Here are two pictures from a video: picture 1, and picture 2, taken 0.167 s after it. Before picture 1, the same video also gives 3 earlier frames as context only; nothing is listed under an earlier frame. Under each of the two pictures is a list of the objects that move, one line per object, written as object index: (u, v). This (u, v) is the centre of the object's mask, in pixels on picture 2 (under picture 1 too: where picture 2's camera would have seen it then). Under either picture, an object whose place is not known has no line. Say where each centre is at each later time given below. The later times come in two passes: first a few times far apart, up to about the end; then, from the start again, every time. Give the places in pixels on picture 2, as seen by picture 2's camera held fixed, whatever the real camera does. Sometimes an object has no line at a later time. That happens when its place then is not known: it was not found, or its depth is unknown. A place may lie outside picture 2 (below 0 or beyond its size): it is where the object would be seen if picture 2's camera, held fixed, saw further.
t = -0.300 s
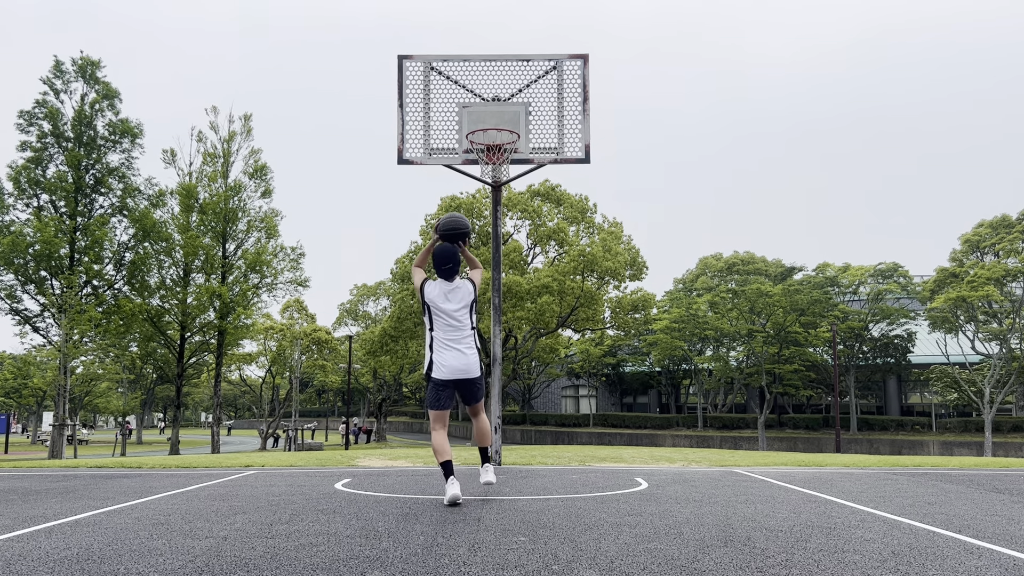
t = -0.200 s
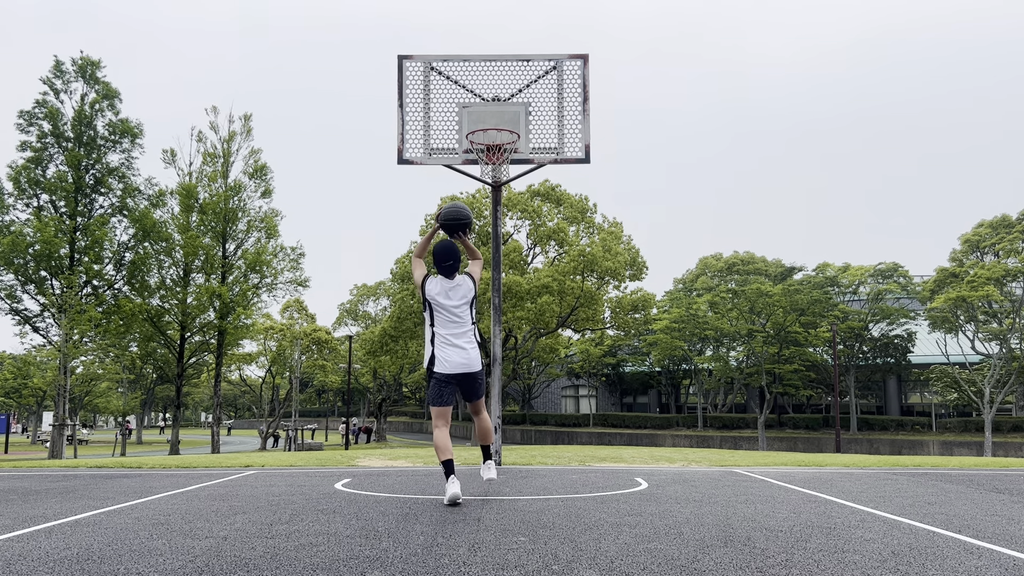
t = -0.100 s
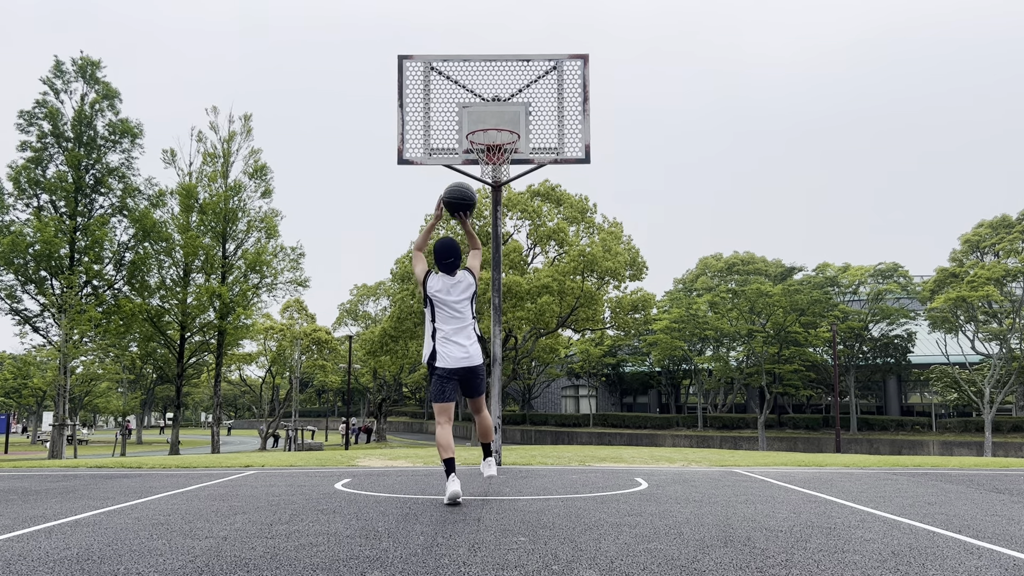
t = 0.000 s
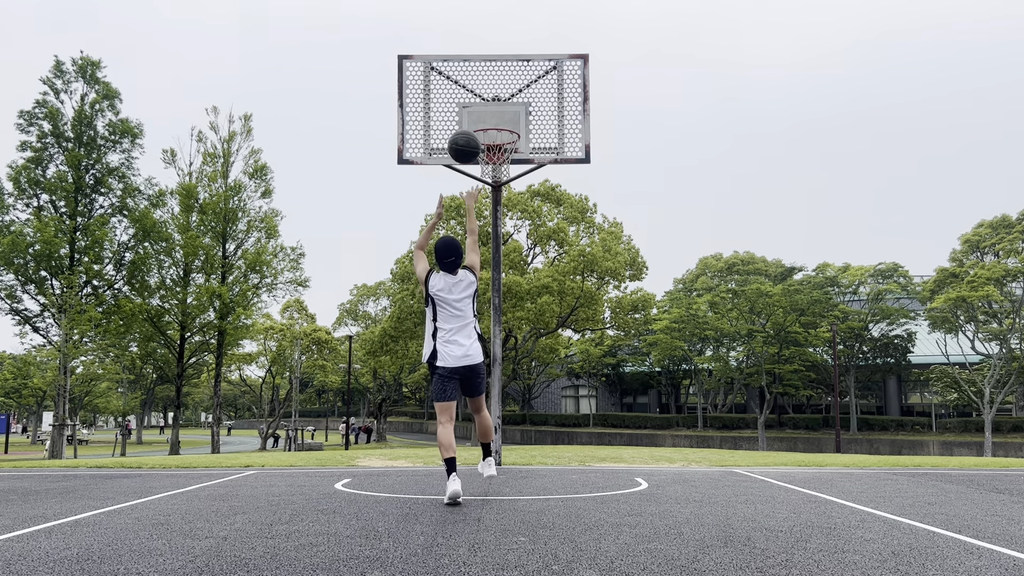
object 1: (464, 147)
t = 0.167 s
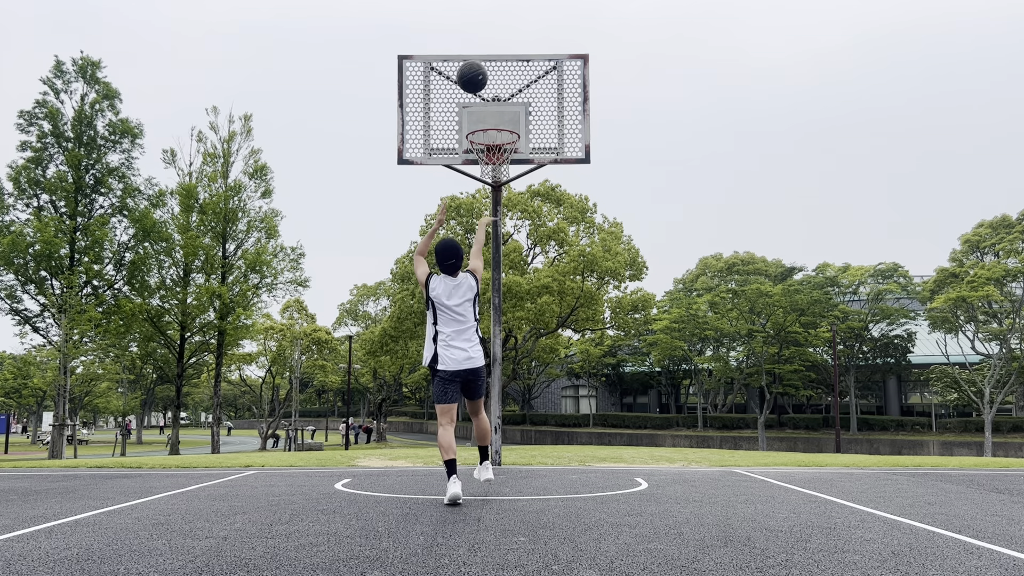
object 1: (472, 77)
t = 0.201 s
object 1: (474, 68)
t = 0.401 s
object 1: (481, 47)
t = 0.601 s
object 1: (487, 72)
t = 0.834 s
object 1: (492, 135)
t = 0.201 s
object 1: (474, 68)
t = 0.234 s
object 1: (475, 61)
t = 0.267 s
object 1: (476, 55)
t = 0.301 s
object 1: (477, 51)
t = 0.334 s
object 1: (478, 48)
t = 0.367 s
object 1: (480, 47)
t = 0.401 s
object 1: (481, 47)
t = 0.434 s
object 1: (482, 48)
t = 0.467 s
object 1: (483, 50)
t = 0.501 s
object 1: (484, 54)
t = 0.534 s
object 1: (485, 59)
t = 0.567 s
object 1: (486, 65)
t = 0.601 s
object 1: (487, 72)
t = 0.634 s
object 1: (488, 80)
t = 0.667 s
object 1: (489, 90)
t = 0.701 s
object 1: (490, 100)
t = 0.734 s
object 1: (491, 112)
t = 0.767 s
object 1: (491, 120)
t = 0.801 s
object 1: (492, 128)
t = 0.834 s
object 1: (492, 135)
